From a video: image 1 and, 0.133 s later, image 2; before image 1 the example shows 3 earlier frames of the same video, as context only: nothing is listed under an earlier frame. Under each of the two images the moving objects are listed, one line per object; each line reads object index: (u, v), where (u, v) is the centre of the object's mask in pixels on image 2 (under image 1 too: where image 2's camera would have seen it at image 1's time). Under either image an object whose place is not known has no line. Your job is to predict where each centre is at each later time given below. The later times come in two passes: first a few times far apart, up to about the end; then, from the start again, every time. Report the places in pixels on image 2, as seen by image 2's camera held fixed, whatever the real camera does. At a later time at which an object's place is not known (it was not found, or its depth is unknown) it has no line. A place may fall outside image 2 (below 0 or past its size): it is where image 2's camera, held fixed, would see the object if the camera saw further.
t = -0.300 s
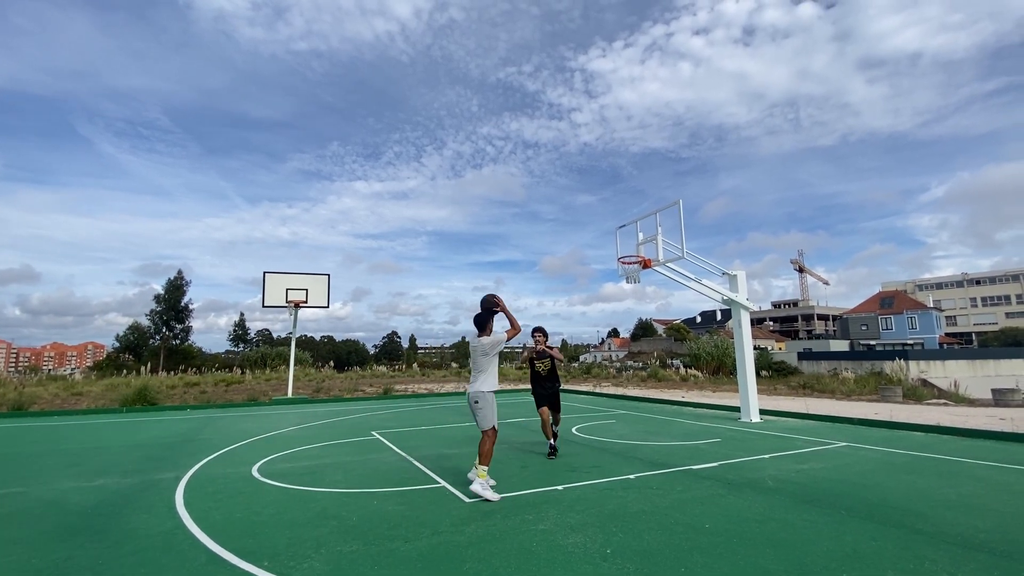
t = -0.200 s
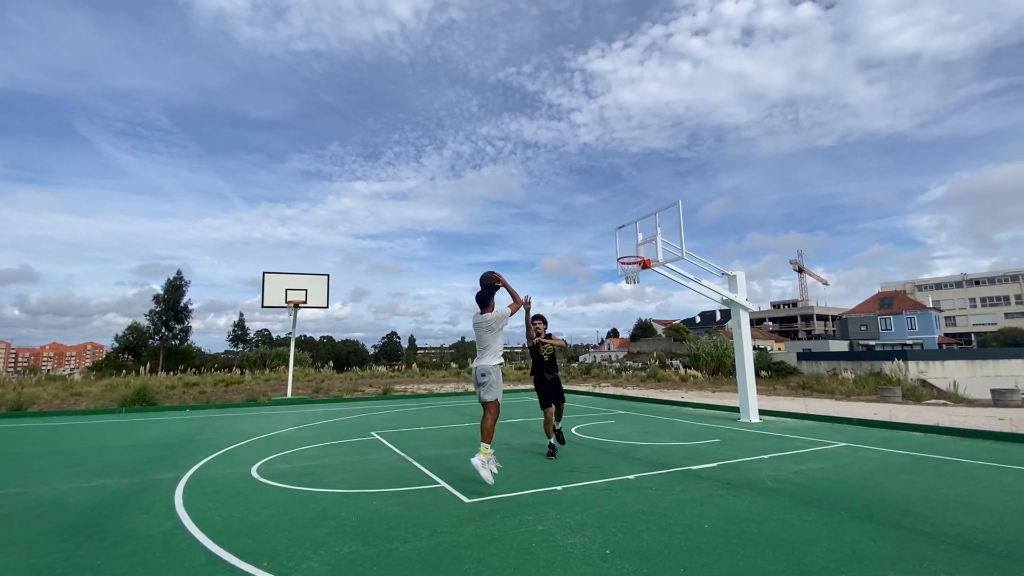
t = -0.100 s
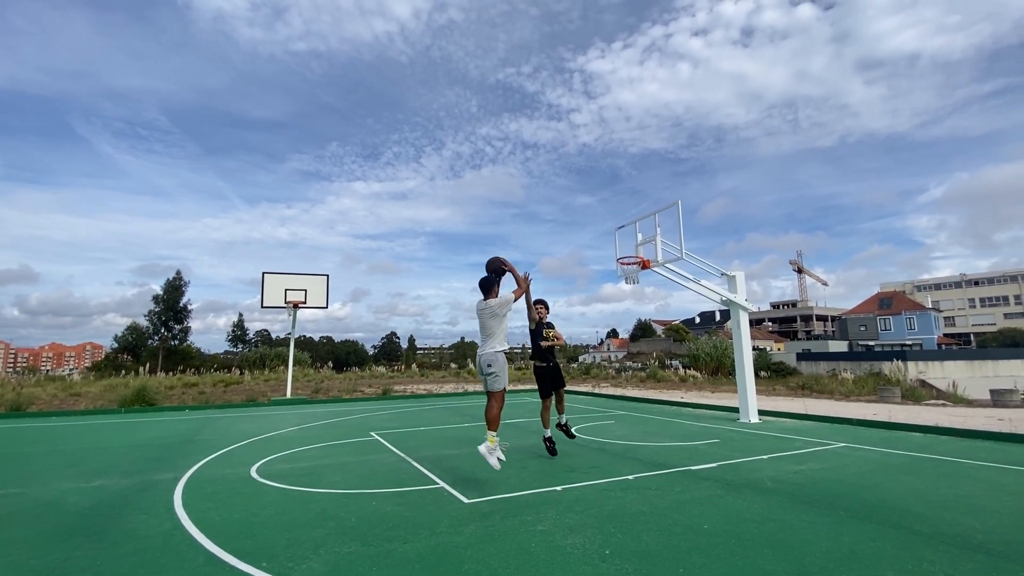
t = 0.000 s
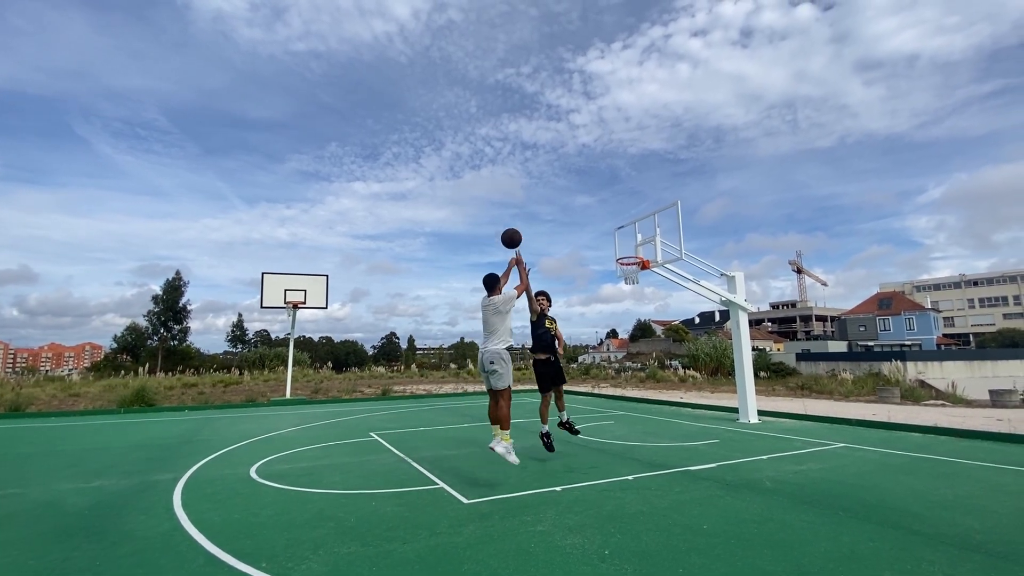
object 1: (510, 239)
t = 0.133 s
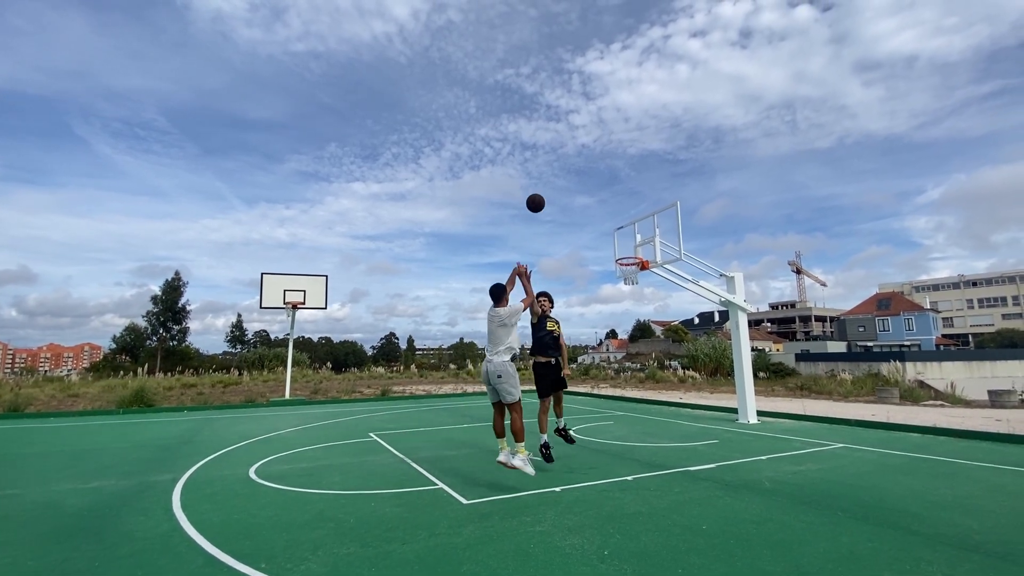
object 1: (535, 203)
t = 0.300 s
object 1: (561, 183)
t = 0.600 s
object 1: (596, 195)
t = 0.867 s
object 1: (622, 242)
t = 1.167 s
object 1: (625, 227)
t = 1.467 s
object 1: (627, 241)
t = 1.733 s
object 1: (631, 299)
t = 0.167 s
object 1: (541, 197)
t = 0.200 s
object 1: (546, 192)
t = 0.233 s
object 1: (551, 188)
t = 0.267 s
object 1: (556, 185)
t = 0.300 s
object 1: (561, 183)
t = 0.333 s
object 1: (565, 182)
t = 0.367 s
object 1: (569, 181)
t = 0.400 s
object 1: (574, 181)
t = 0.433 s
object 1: (578, 182)
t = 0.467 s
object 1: (582, 183)
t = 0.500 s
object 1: (585, 185)
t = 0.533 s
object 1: (589, 188)
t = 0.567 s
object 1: (593, 191)
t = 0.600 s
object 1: (596, 195)
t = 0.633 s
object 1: (600, 199)
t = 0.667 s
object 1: (603, 204)
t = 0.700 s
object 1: (606, 209)
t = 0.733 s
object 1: (610, 215)
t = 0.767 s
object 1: (613, 221)
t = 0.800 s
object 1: (616, 228)
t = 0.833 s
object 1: (619, 235)
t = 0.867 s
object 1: (622, 242)
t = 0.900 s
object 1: (625, 250)
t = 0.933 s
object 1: (626, 250)
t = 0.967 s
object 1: (625, 245)
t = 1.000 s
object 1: (625, 240)
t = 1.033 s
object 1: (625, 237)
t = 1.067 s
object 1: (625, 234)
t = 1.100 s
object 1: (625, 231)
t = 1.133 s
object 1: (625, 229)
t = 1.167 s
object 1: (625, 227)
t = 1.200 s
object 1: (625, 226)
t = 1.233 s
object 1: (625, 226)
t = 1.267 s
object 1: (625, 226)
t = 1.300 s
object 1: (625, 227)
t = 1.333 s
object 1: (626, 228)
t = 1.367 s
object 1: (626, 231)
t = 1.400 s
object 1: (626, 233)
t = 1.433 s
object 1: (626, 236)
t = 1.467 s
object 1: (627, 241)
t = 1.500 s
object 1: (627, 245)
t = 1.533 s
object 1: (627, 251)
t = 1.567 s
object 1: (628, 257)
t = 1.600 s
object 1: (628, 264)
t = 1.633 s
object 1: (629, 272)
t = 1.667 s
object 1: (629, 280)
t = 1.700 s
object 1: (630, 289)
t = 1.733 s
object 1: (631, 299)
